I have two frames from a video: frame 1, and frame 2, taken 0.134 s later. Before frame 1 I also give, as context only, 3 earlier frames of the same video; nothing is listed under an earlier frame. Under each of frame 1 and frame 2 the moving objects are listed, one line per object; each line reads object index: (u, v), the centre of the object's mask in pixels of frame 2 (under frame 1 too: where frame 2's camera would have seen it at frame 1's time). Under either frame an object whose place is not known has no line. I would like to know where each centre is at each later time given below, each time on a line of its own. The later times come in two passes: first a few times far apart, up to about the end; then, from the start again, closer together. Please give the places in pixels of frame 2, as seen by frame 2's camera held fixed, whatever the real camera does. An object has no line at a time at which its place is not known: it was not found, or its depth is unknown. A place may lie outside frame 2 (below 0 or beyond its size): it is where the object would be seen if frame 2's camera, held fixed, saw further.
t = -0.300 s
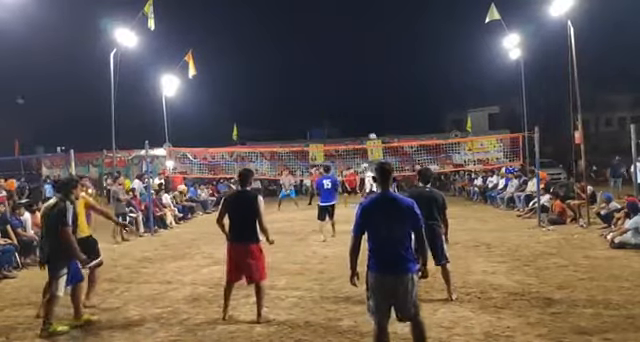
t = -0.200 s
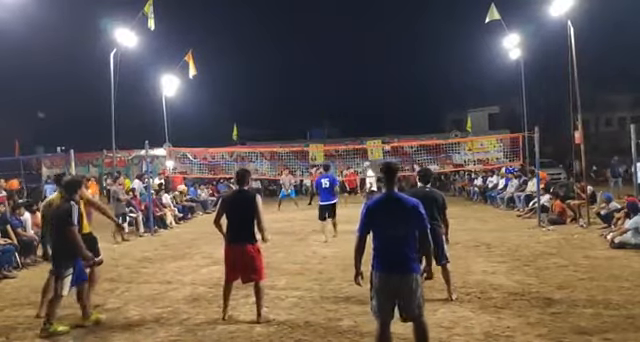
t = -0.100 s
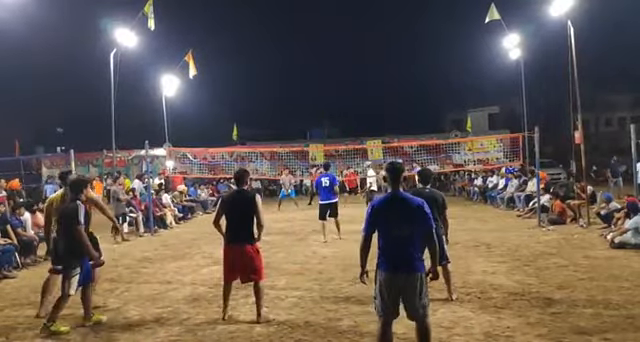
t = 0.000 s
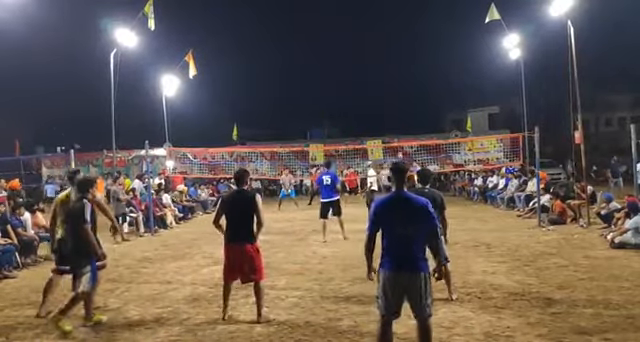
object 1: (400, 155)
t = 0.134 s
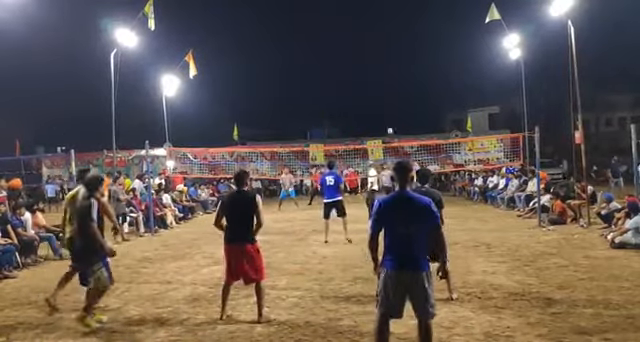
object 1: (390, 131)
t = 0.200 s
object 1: (384, 119)
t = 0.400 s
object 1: (367, 89)
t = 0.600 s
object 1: (347, 66)
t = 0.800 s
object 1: (323, 54)
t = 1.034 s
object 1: (289, 59)
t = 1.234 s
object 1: (253, 90)
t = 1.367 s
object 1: (222, 132)
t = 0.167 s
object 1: (387, 124)
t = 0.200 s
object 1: (384, 119)
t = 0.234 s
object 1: (381, 114)
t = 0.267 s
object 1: (378, 108)
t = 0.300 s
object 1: (376, 103)
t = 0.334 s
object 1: (373, 98)
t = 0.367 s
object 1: (370, 93)
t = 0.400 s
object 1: (367, 89)
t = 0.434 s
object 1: (363, 85)
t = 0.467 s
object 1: (360, 81)
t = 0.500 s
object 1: (357, 76)
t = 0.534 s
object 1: (354, 73)
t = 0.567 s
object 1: (350, 69)
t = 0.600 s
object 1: (347, 66)
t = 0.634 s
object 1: (343, 63)
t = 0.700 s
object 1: (335, 58)
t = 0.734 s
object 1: (331, 56)
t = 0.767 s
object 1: (327, 55)
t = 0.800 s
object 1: (323, 54)
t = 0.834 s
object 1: (319, 53)
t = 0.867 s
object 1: (314, 53)
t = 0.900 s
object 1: (309, 53)
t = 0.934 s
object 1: (305, 53)
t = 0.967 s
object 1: (300, 55)
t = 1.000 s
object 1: (295, 56)
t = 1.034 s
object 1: (289, 59)
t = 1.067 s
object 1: (284, 62)
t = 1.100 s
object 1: (278, 66)
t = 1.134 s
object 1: (272, 70)
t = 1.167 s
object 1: (265, 76)
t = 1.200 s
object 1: (259, 82)
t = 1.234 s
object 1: (253, 90)
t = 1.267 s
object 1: (246, 98)
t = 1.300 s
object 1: (238, 108)
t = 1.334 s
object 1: (230, 119)
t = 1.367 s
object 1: (222, 132)
